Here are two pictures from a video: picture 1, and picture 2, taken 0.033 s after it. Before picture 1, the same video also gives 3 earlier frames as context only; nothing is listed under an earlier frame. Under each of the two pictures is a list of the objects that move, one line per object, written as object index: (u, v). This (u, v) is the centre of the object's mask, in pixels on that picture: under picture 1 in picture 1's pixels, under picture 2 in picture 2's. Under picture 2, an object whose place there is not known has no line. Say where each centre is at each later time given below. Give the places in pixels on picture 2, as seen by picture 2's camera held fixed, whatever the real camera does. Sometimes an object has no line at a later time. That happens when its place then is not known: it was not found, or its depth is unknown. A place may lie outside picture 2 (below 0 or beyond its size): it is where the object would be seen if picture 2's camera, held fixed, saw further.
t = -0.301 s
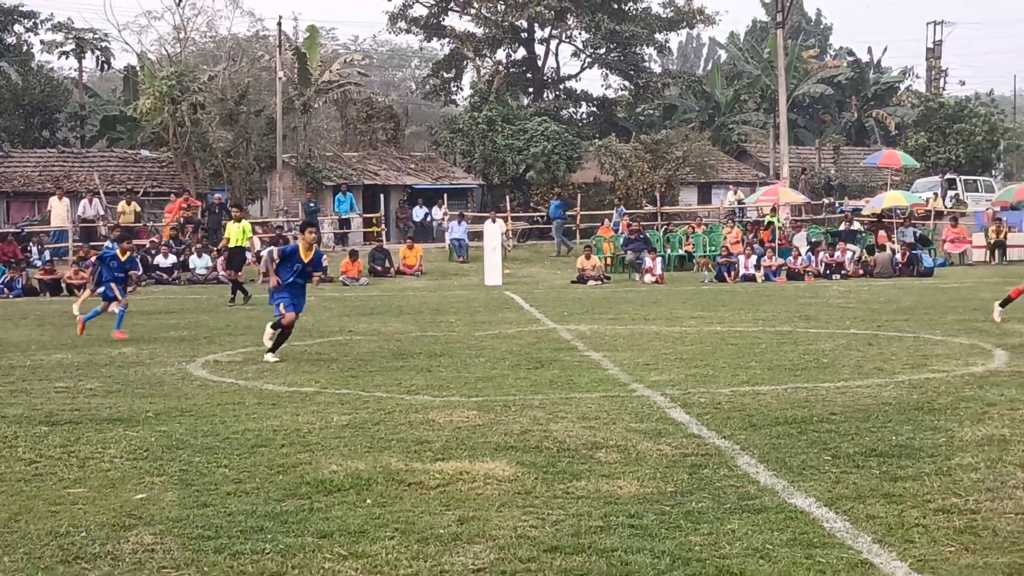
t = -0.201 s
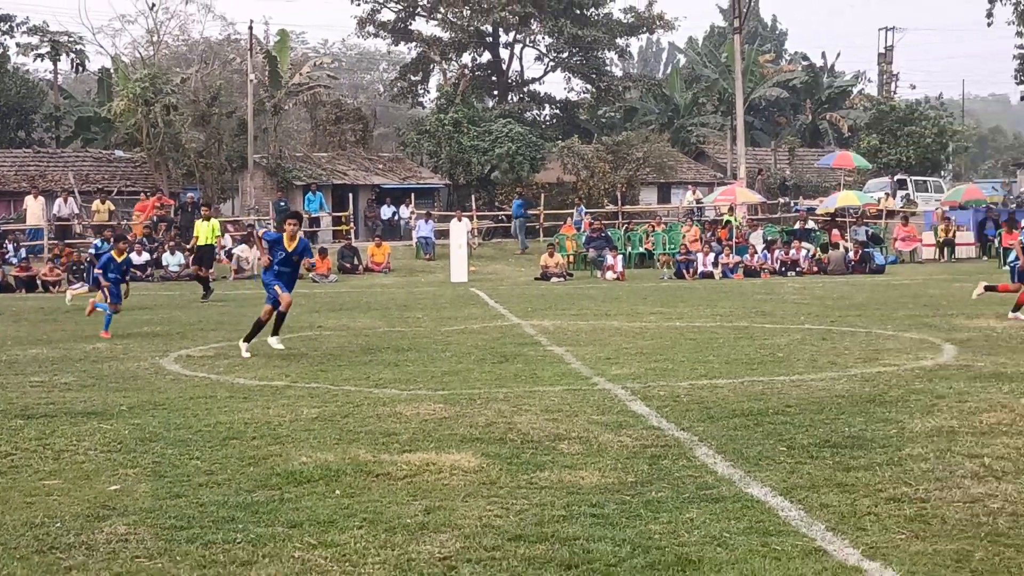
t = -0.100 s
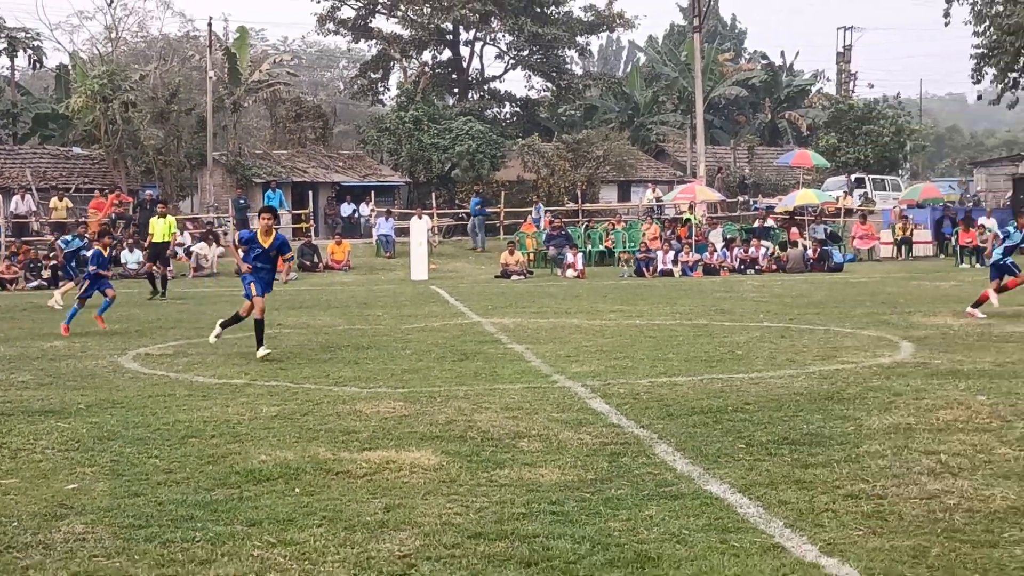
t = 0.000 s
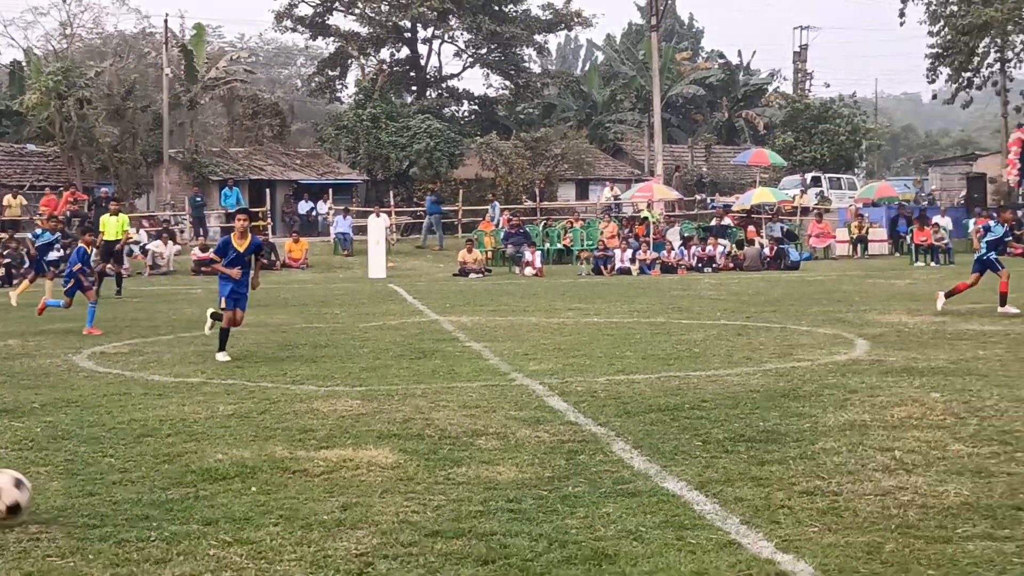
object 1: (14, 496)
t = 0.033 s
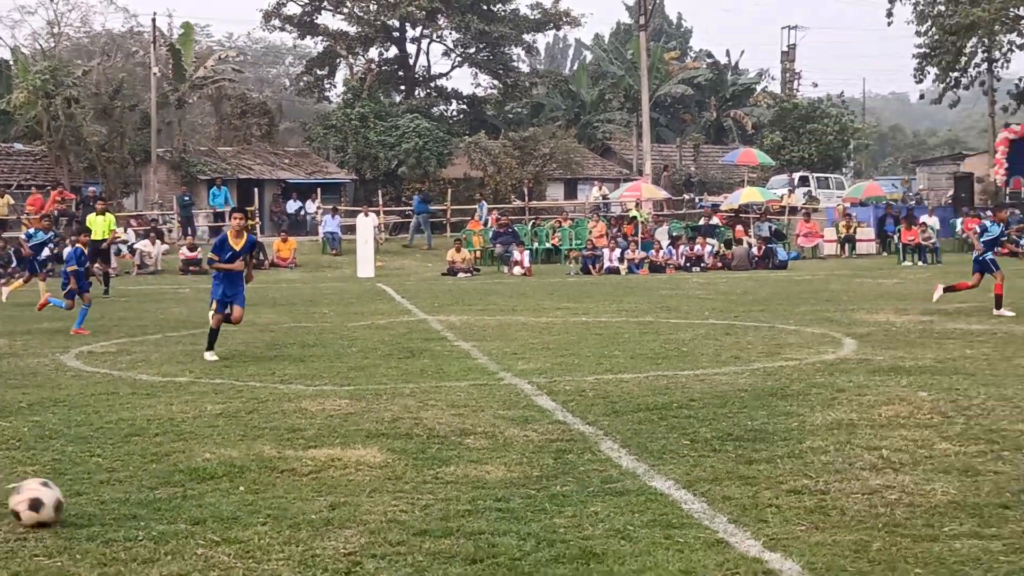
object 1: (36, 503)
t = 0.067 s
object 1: (80, 498)
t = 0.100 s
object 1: (124, 489)
